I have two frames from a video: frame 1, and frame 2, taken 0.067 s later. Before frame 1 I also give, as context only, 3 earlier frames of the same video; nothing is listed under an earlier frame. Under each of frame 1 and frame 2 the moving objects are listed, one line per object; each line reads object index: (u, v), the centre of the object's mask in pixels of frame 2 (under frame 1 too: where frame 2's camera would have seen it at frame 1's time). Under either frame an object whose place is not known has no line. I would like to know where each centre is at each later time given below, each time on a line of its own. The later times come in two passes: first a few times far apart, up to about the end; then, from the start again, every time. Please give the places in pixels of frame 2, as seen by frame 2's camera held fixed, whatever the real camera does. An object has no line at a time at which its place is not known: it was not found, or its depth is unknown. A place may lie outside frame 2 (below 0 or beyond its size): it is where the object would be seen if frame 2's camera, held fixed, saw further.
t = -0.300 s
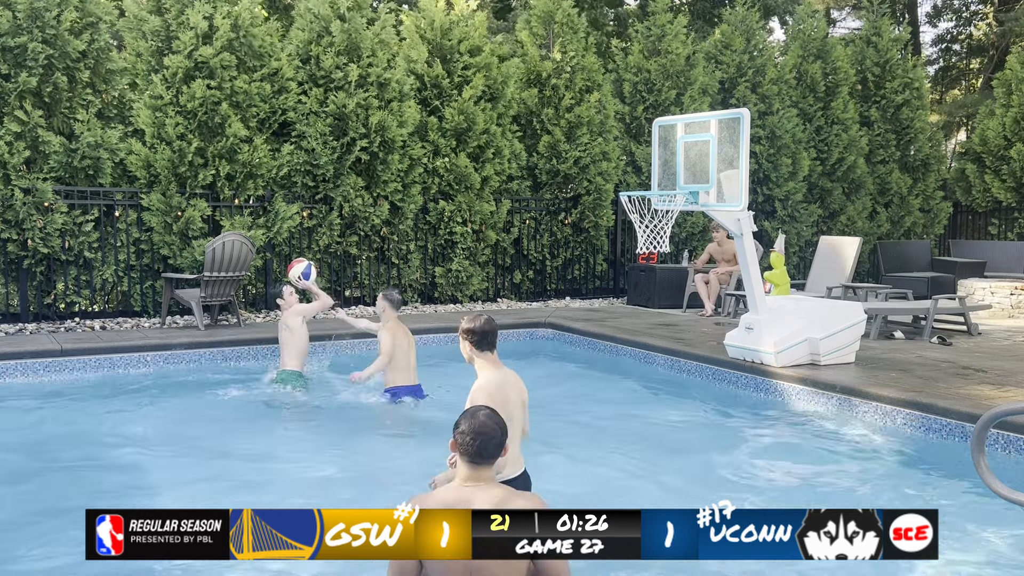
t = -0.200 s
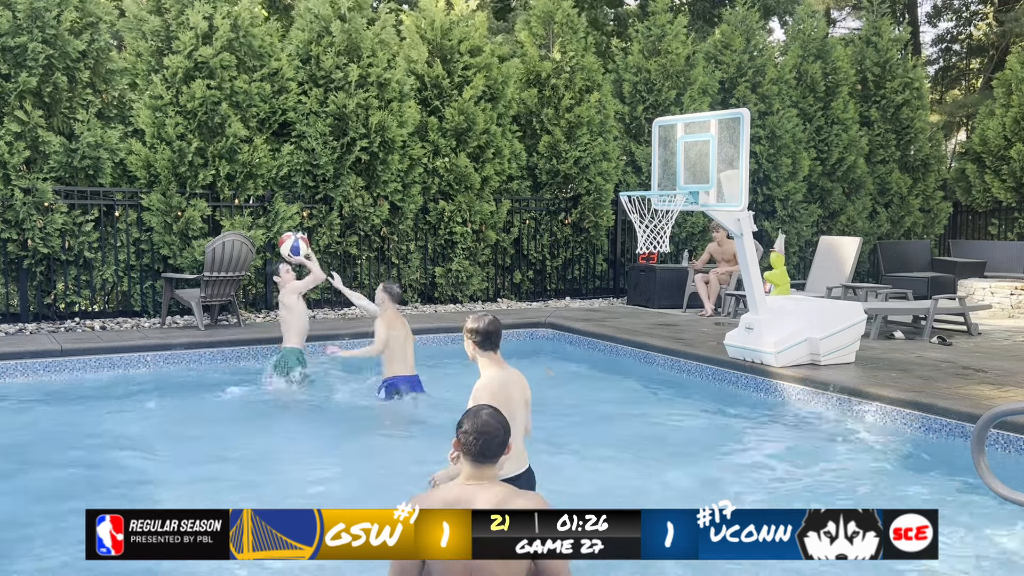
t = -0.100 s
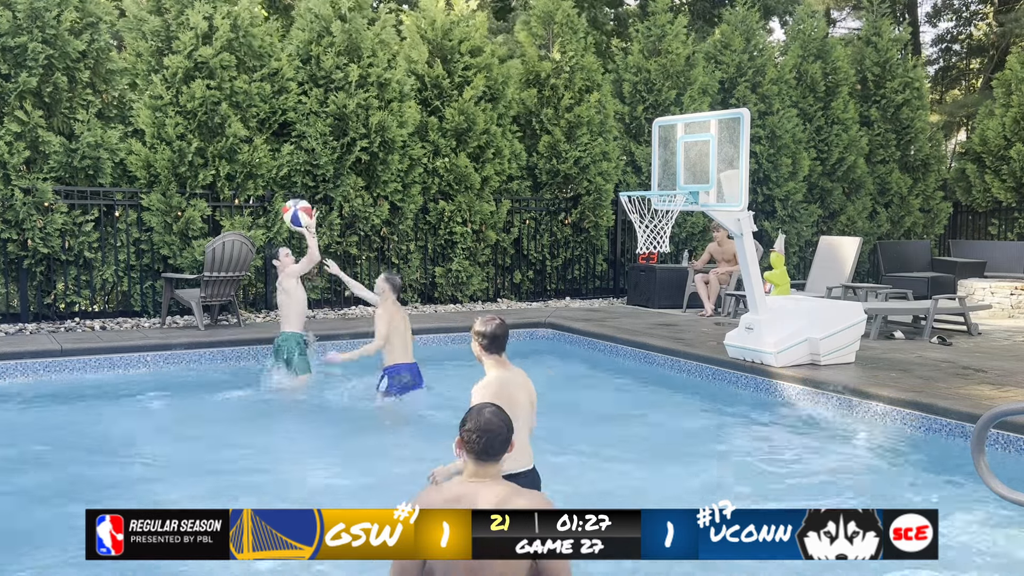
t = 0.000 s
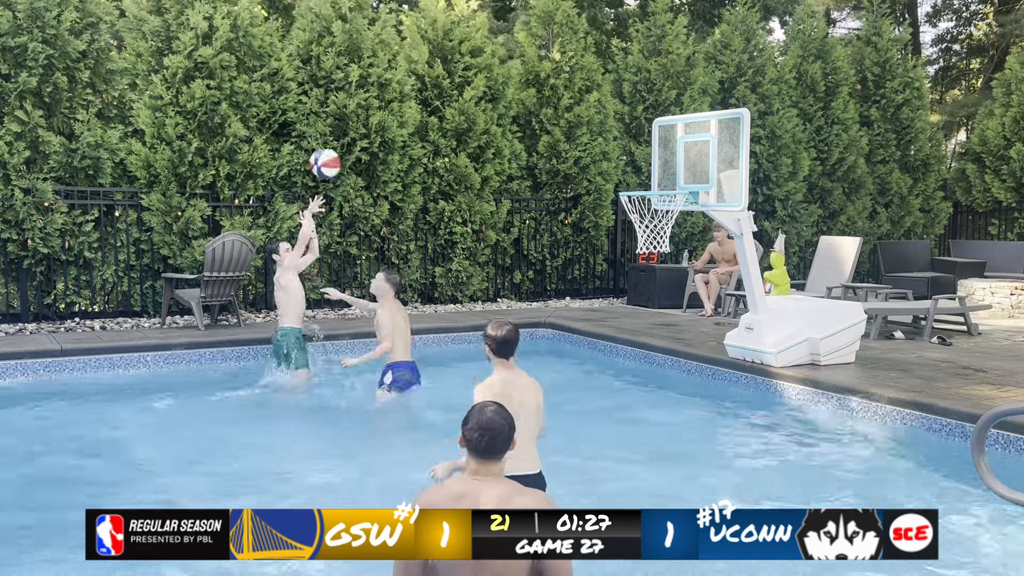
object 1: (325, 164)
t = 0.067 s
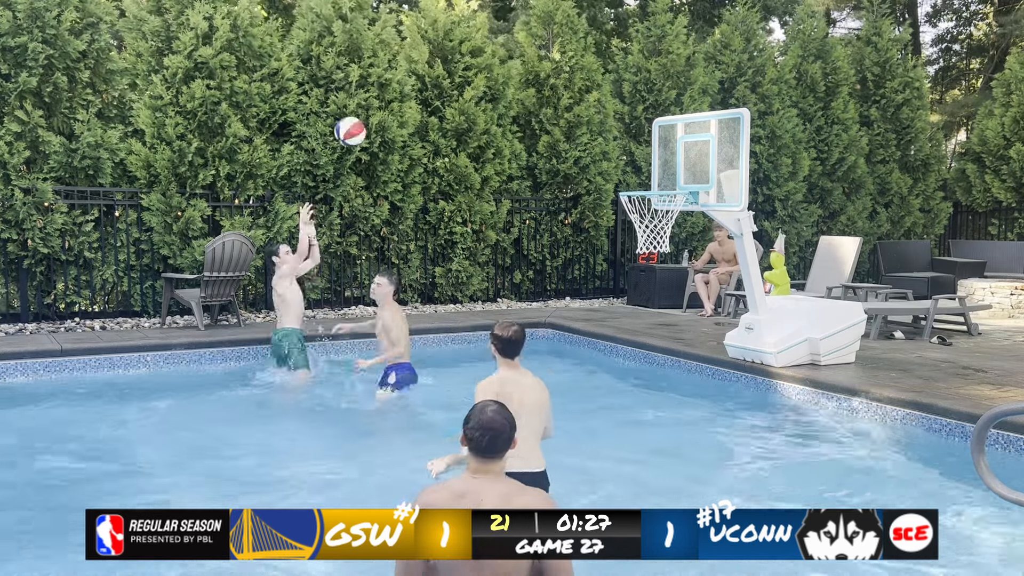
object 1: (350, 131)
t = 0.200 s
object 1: (400, 83)
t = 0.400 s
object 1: (483, 50)
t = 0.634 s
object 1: (583, 79)
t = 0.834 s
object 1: (671, 164)
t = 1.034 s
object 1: (668, 104)
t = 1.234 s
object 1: (652, 68)
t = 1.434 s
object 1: (632, 88)
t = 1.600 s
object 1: (615, 149)
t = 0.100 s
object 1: (362, 117)
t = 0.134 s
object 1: (376, 104)
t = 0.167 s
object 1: (388, 93)
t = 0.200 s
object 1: (400, 83)
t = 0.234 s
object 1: (414, 74)
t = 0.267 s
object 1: (428, 67)
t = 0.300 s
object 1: (442, 61)
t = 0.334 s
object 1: (455, 55)
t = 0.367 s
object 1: (469, 52)
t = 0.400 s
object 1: (483, 50)
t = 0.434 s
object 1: (497, 50)
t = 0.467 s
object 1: (511, 50)
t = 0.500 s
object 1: (525, 53)
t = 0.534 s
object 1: (539, 57)
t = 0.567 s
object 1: (554, 63)
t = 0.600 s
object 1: (568, 70)
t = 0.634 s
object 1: (583, 79)
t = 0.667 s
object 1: (597, 89)
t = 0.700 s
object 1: (611, 102)
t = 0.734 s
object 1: (626, 115)
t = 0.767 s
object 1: (641, 130)
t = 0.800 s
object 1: (656, 147)
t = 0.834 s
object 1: (671, 164)
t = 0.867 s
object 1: (682, 178)
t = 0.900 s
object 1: (680, 160)
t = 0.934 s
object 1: (676, 143)
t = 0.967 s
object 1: (674, 129)
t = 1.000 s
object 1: (671, 115)
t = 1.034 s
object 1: (668, 104)
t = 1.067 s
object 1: (666, 95)
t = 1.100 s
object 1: (663, 86)
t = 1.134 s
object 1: (660, 79)
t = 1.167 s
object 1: (657, 74)
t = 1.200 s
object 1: (655, 70)
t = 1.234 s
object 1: (652, 68)
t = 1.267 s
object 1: (649, 68)
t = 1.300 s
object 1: (645, 68)
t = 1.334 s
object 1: (642, 71)
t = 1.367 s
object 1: (639, 75)
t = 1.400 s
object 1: (635, 81)
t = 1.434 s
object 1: (632, 88)
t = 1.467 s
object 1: (629, 97)
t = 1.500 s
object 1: (626, 108)
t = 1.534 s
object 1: (622, 120)
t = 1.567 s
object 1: (619, 133)
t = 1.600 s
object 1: (615, 149)
